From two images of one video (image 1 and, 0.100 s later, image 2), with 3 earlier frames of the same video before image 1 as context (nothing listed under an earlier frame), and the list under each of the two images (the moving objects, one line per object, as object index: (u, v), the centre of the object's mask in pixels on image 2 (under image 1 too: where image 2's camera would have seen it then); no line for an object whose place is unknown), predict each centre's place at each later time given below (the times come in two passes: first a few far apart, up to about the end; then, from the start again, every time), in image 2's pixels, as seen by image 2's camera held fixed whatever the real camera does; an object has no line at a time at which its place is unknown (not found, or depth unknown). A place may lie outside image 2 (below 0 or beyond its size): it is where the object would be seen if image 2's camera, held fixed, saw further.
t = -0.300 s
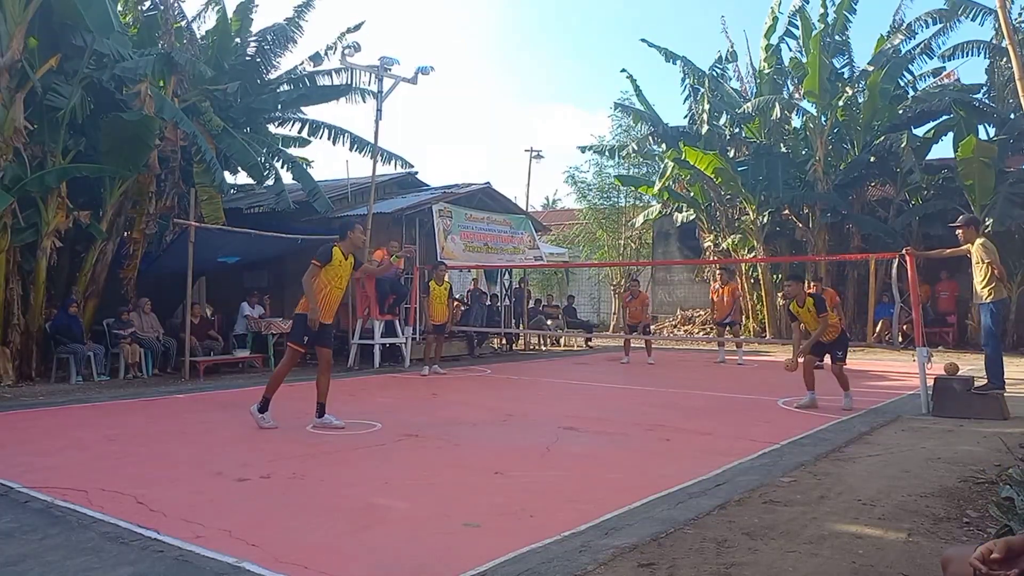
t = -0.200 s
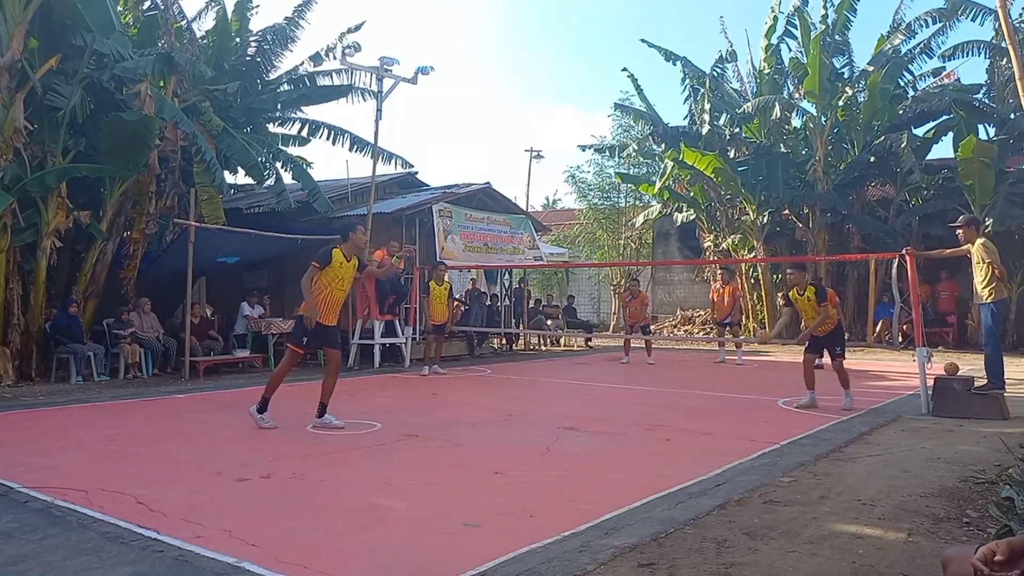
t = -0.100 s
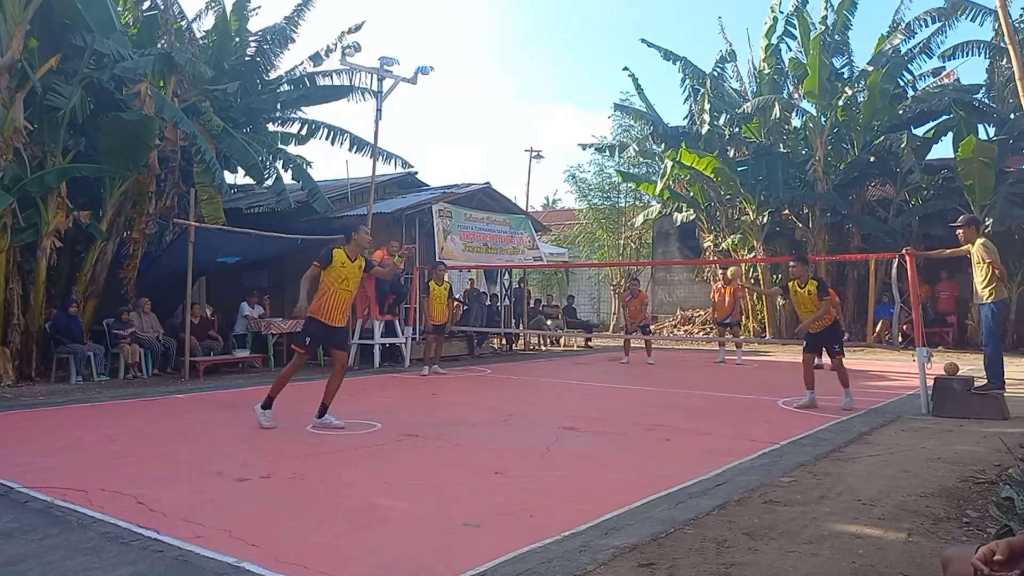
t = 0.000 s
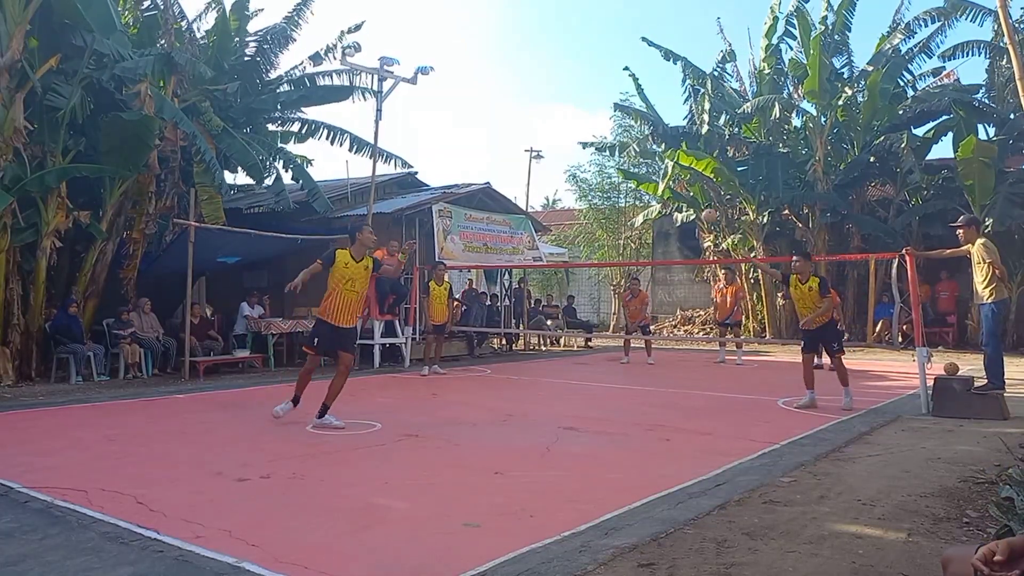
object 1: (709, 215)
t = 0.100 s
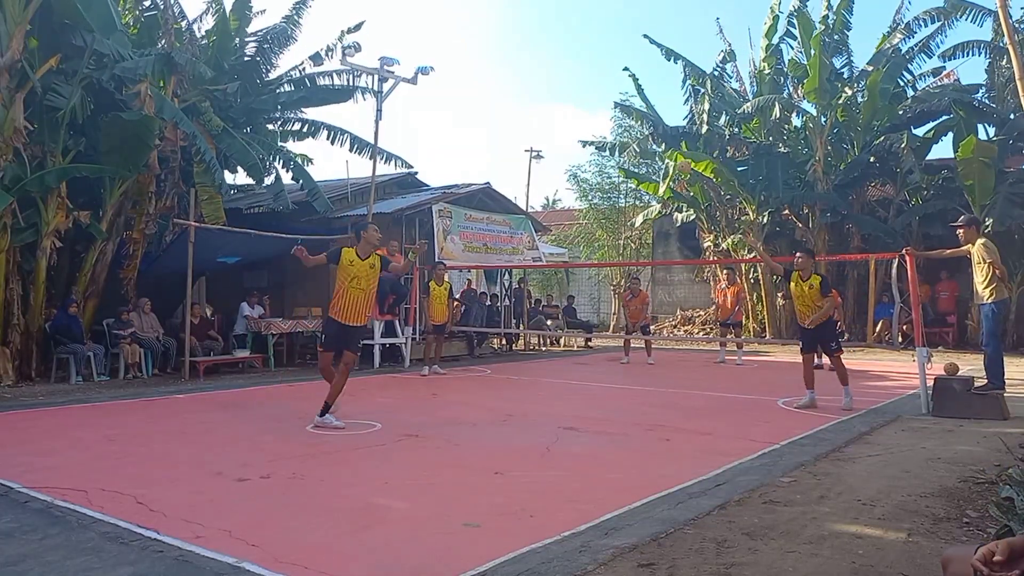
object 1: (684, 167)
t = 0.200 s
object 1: (658, 128)
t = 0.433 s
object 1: (596, 74)
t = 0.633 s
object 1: (539, 74)
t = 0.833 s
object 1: (479, 119)
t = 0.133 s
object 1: (675, 153)
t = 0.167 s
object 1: (666, 140)
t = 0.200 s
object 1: (658, 128)
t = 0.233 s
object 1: (649, 117)
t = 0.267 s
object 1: (641, 107)
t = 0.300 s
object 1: (632, 98)
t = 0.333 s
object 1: (623, 90)
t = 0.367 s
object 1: (614, 84)
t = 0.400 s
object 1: (605, 78)
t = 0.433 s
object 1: (596, 74)
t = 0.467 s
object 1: (587, 71)
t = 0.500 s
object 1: (577, 69)
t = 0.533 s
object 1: (568, 68)
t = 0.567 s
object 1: (558, 69)
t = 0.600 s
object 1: (549, 71)
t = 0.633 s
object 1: (539, 74)
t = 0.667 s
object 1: (529, 78)
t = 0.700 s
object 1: (519, 84)
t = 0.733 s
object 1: (509, 91)
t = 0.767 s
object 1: (499, 99)
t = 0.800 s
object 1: (489, 108)
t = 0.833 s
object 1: (479, 119)
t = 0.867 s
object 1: (469, 132)
